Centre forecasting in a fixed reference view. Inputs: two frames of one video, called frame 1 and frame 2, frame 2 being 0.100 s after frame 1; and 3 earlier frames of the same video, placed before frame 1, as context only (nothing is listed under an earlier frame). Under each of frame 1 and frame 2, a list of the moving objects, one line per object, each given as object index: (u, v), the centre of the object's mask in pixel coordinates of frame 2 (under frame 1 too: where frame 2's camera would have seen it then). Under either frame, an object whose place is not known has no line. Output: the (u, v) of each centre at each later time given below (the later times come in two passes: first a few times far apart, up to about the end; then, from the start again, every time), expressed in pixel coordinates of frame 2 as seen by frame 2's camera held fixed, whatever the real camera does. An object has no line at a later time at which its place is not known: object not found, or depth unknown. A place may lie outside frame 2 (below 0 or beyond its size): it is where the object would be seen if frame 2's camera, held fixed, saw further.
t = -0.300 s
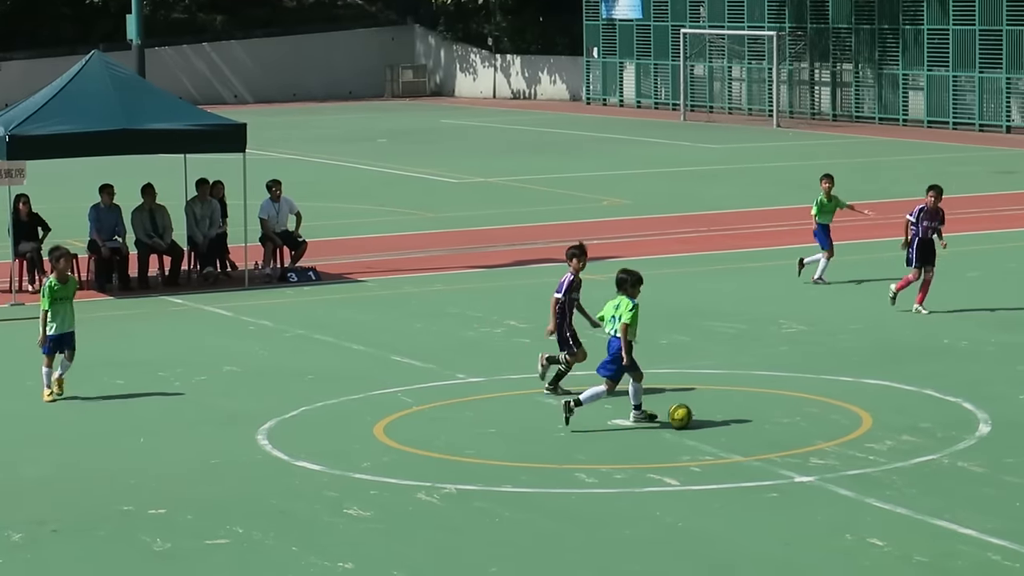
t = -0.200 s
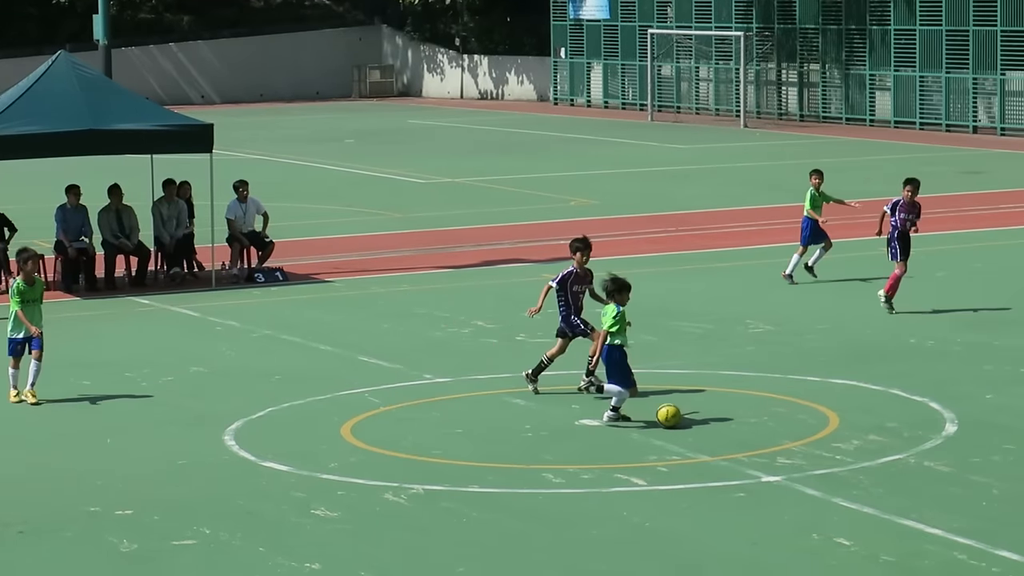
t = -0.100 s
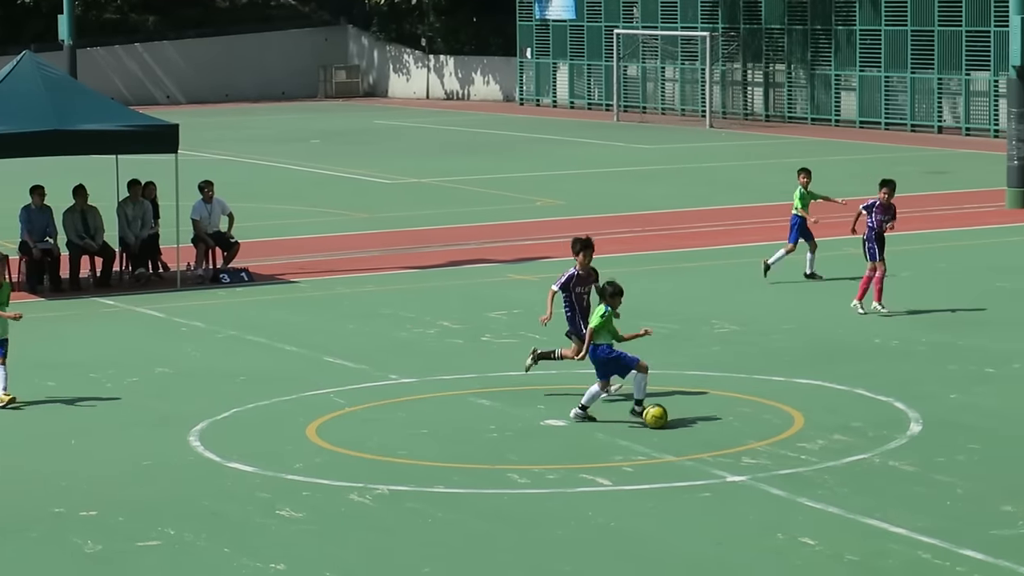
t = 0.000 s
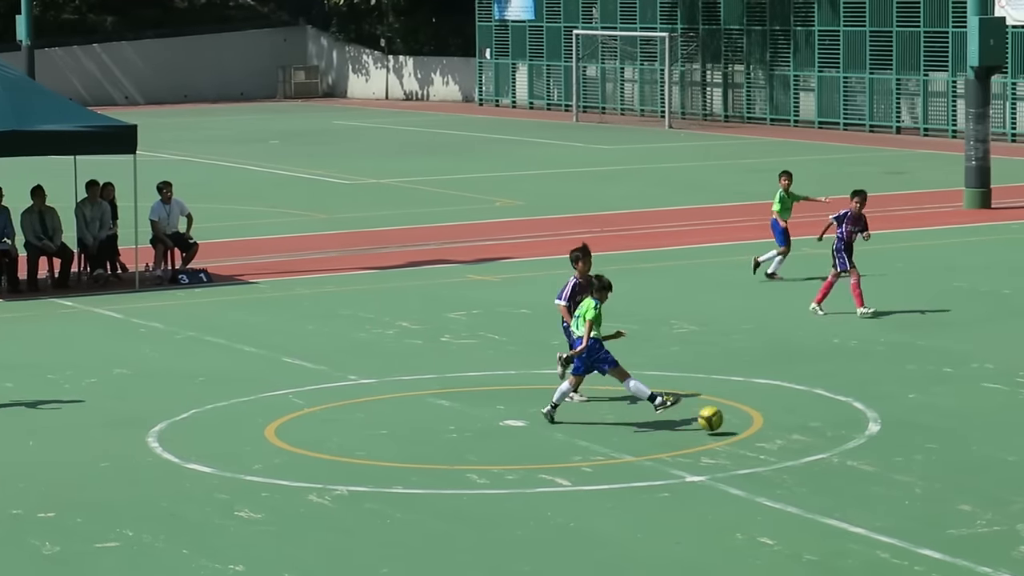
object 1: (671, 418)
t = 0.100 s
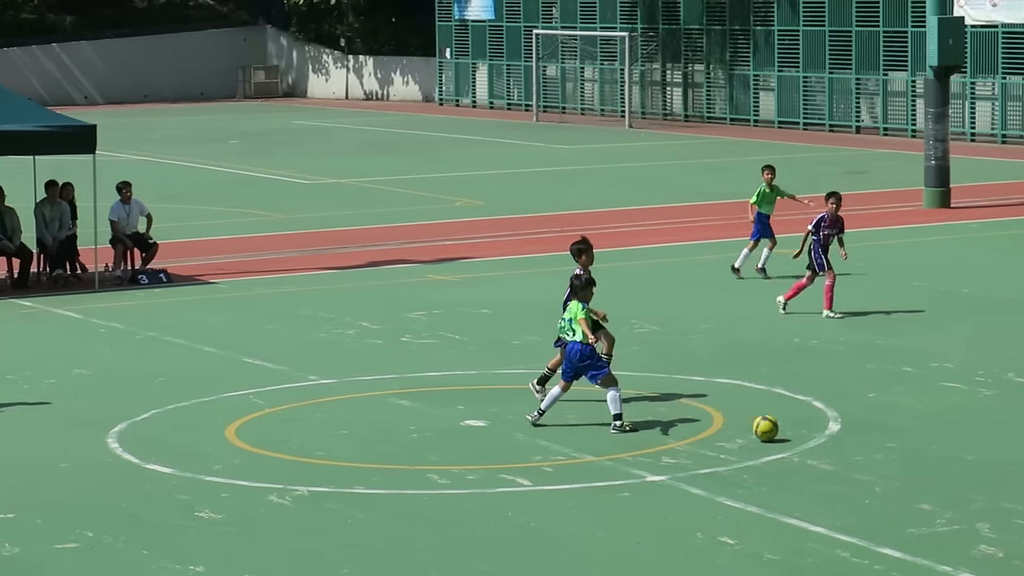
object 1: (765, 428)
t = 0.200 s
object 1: (853, 435)
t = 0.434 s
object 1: (1036, 447)
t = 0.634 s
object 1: (1197, 463)
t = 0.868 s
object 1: (1402, 483)
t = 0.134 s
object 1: (794, 429)
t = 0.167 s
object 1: (823, 431)
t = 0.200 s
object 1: (853, 435)
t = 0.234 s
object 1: (880, 436)
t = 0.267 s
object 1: (907, 438)
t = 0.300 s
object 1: (934, 440)
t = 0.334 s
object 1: (961, 443)
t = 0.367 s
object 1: (986, 444)
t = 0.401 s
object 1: (1011, 446)
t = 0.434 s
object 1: (1036, 447)
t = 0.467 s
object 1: (1062, 450)
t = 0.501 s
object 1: (1088, 452)
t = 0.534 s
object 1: (1115, 455)
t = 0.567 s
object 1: (1143, 457)
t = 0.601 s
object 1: (1169, 459)
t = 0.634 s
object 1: (1197, 463)
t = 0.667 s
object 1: (1225, 465)
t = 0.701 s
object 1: (1253, 466)
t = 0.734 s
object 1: (1282, 469)
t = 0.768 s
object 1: (1311, 474)
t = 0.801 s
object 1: (1341, 477)
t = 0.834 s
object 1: (1371, 479)
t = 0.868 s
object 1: (1402, 483)
